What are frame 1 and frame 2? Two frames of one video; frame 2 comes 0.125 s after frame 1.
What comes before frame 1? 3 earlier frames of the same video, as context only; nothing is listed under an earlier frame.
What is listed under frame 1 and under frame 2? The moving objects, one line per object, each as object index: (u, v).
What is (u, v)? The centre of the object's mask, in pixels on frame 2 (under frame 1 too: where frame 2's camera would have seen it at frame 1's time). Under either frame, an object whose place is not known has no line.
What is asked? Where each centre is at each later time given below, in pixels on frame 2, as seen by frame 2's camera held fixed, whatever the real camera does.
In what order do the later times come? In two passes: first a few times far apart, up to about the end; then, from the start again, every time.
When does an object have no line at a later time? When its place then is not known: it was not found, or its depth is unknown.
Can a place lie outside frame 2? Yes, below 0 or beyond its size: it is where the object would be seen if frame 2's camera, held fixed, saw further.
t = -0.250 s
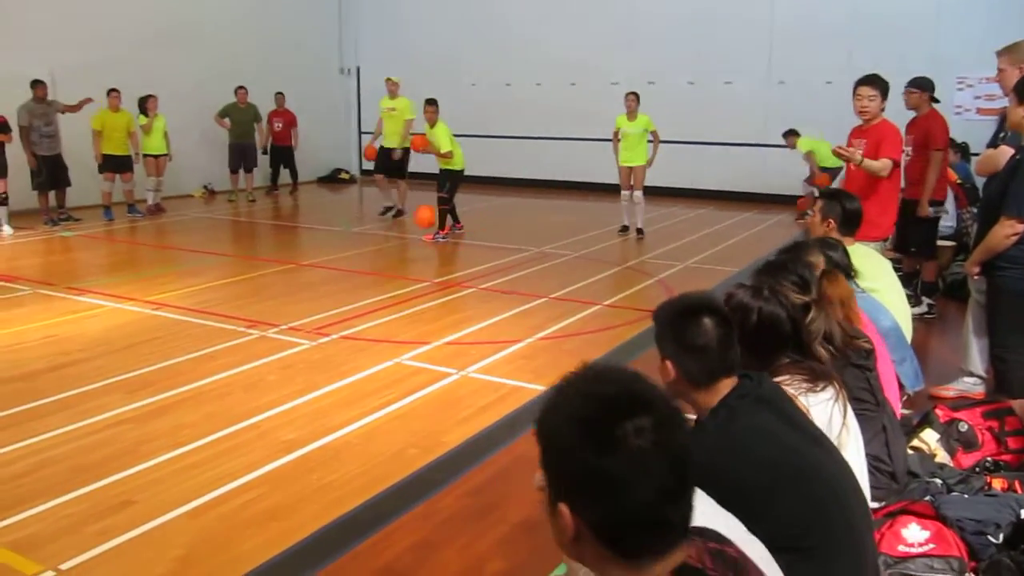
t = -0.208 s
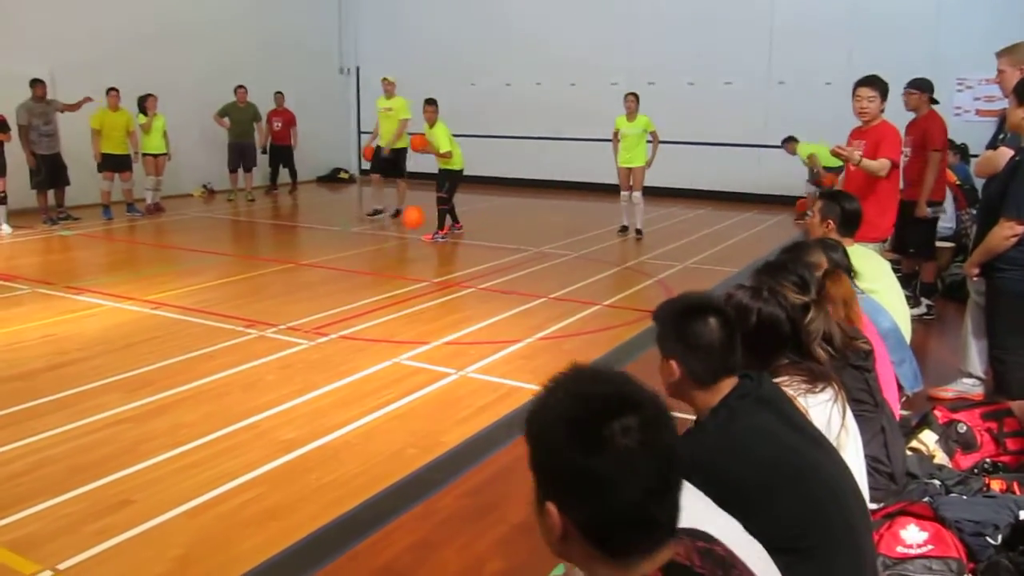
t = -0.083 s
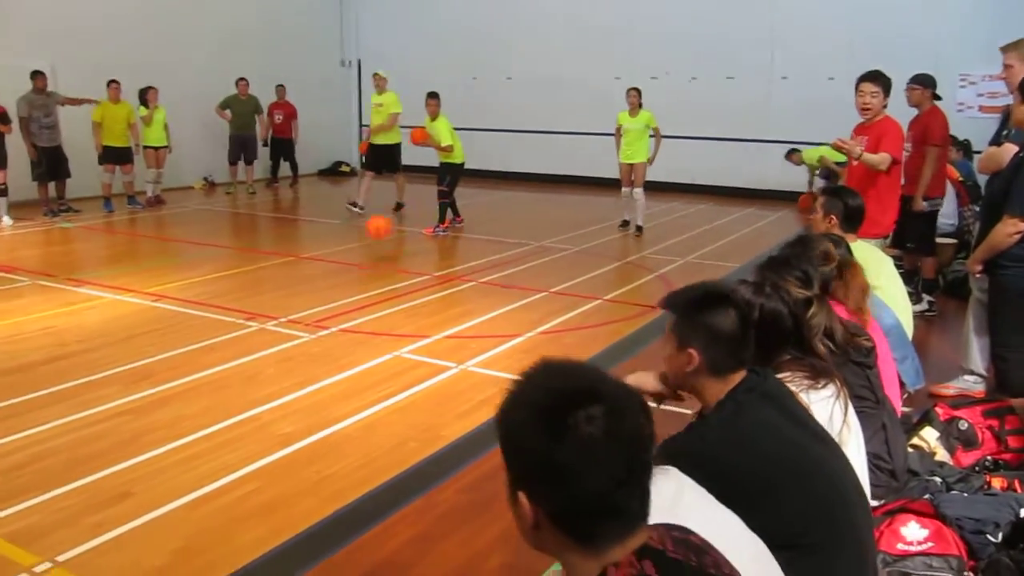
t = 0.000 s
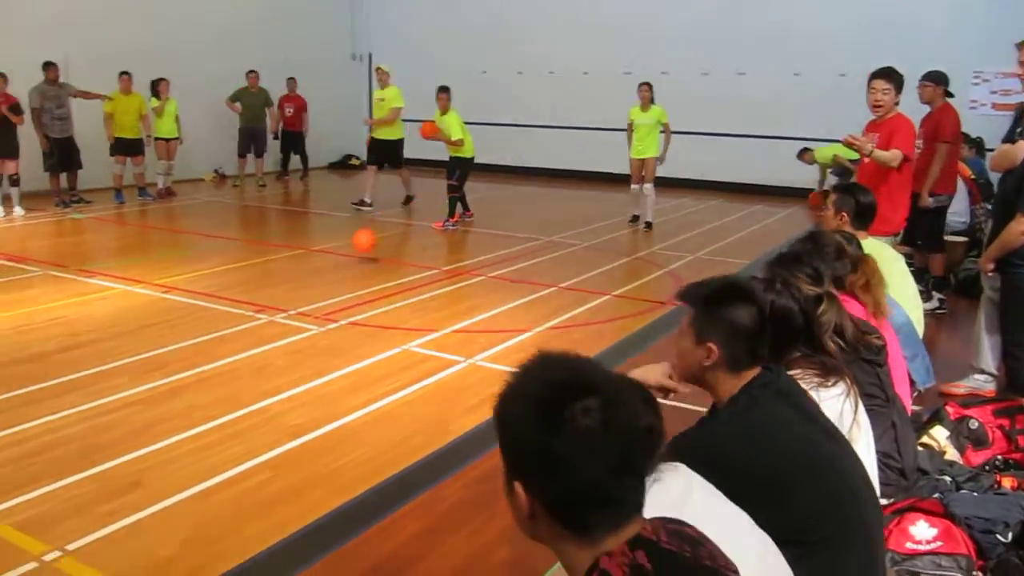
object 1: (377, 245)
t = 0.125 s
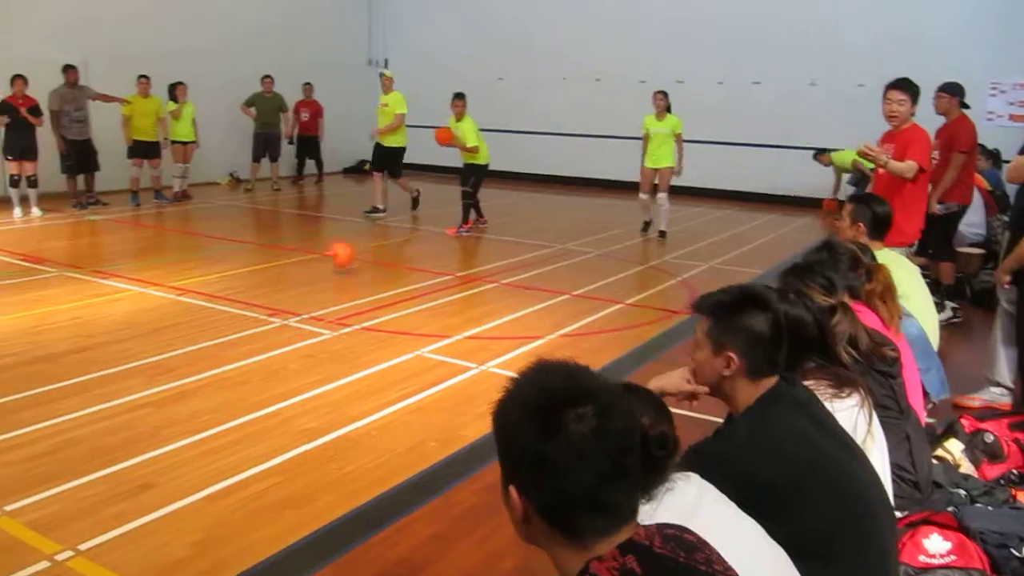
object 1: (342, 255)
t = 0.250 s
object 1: (302, 251)
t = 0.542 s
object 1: (205, 276)
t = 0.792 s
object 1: (115, 294)
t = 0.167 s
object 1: (328, 251)
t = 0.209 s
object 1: (315, 250)
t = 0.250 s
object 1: (302, 251)
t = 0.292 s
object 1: (288, 255)
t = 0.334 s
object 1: (275, 259)
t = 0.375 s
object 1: (261, 268)
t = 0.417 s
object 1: (247, 277)
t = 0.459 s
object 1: (233, 277)
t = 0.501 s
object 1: (219, 274)
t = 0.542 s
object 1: (205, 276)
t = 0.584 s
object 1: (191, 277)
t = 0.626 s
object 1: (176, 283)
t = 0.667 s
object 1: (162, 290)
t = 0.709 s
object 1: (146, 291)
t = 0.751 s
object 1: (130, 291)
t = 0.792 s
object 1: (115, 294)
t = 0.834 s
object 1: (101, 300)
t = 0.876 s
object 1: (85, 299)
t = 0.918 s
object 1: (68, 302)
